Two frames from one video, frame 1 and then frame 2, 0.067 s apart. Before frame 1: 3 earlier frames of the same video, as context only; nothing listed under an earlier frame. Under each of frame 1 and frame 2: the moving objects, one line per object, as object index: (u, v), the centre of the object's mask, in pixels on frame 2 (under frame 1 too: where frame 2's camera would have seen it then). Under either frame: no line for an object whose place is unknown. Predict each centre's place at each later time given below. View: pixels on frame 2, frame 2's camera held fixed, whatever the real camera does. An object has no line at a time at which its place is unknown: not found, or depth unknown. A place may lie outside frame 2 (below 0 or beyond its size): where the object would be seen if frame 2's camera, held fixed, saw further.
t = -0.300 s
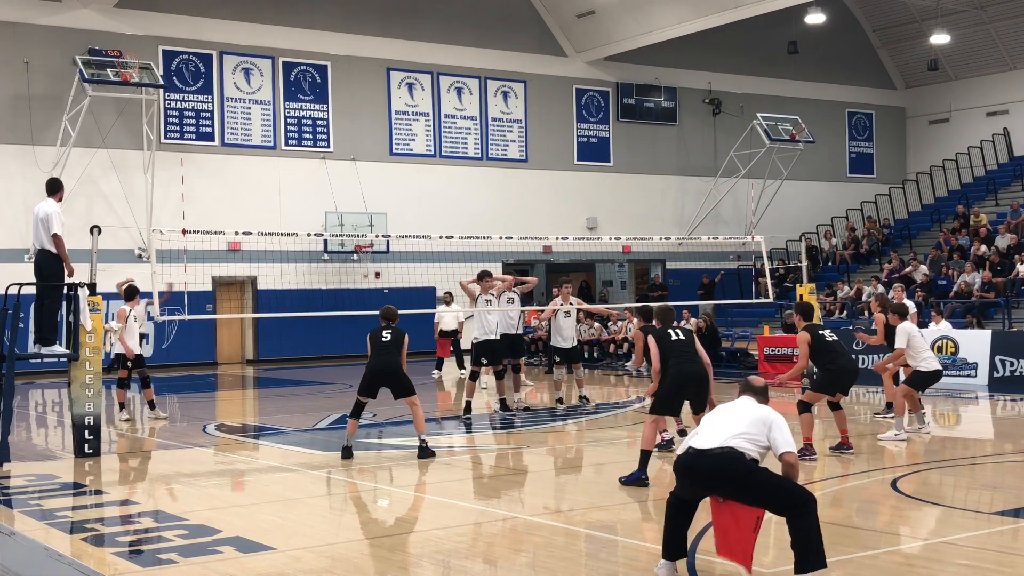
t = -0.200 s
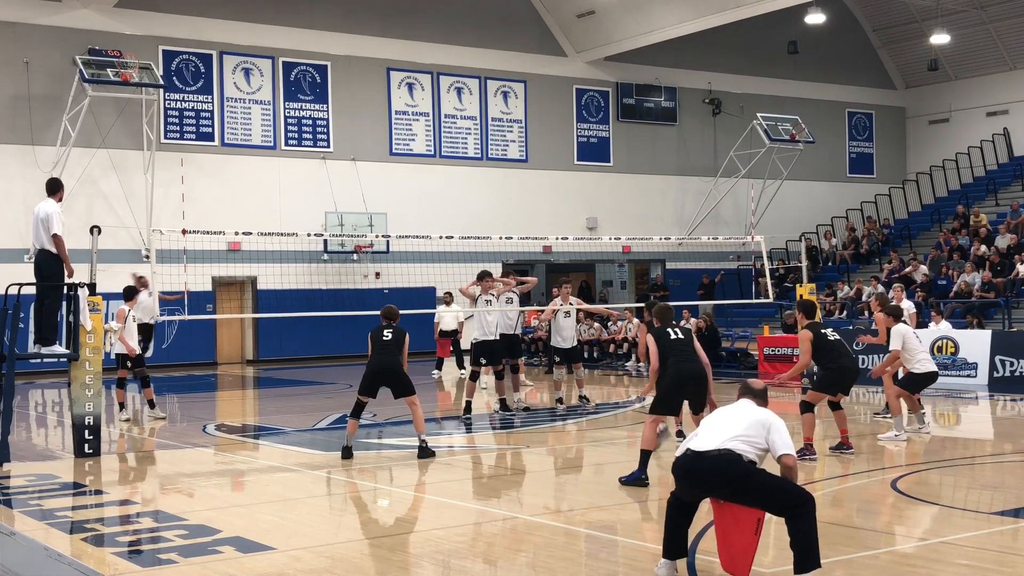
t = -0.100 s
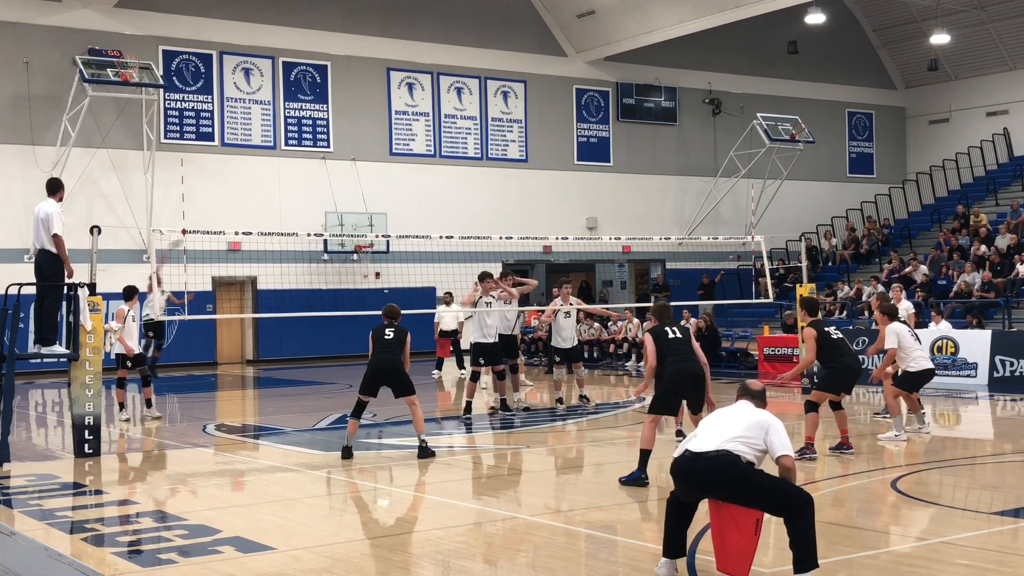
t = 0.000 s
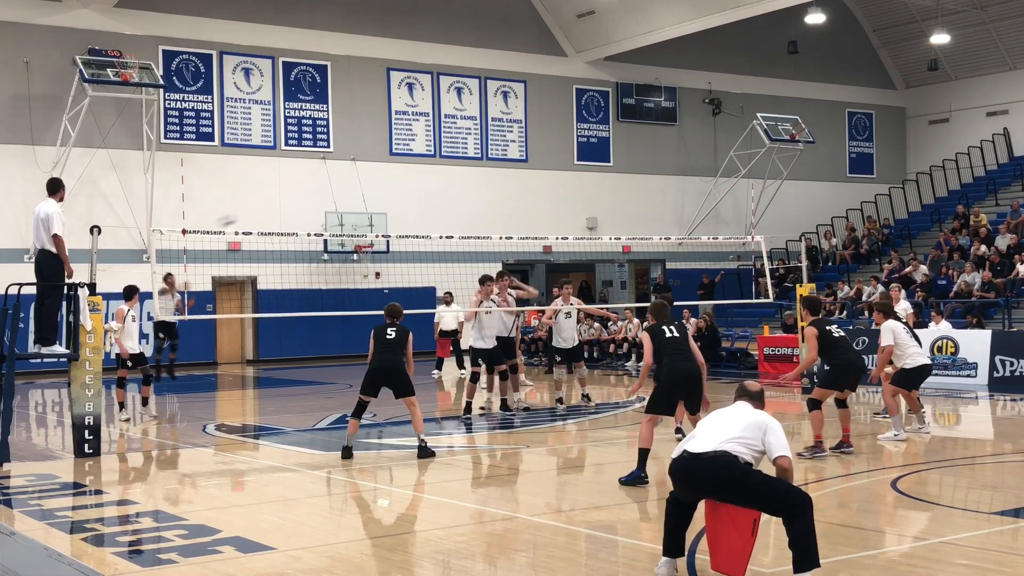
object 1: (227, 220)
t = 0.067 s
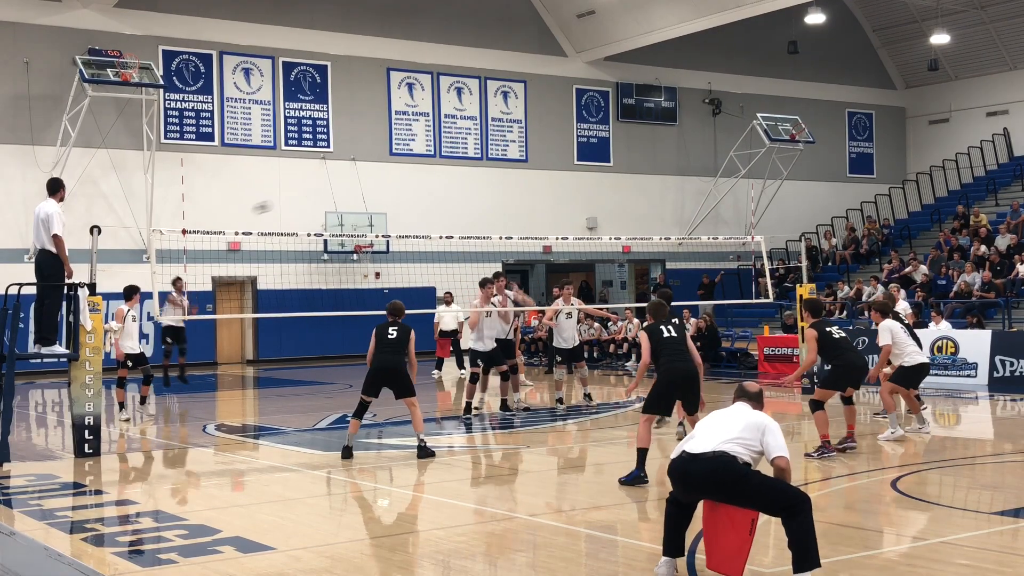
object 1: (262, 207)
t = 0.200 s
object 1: (337, 188)
